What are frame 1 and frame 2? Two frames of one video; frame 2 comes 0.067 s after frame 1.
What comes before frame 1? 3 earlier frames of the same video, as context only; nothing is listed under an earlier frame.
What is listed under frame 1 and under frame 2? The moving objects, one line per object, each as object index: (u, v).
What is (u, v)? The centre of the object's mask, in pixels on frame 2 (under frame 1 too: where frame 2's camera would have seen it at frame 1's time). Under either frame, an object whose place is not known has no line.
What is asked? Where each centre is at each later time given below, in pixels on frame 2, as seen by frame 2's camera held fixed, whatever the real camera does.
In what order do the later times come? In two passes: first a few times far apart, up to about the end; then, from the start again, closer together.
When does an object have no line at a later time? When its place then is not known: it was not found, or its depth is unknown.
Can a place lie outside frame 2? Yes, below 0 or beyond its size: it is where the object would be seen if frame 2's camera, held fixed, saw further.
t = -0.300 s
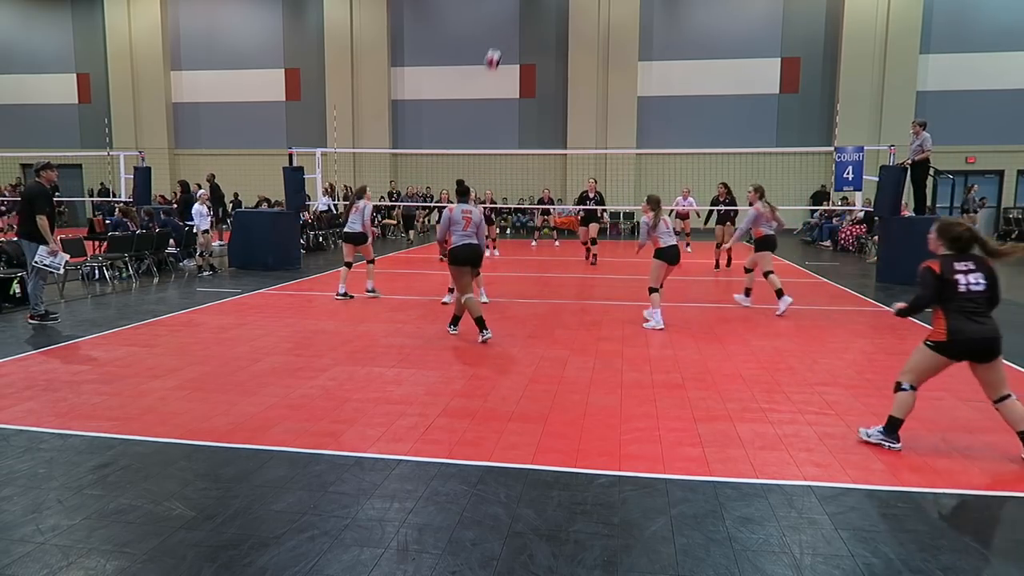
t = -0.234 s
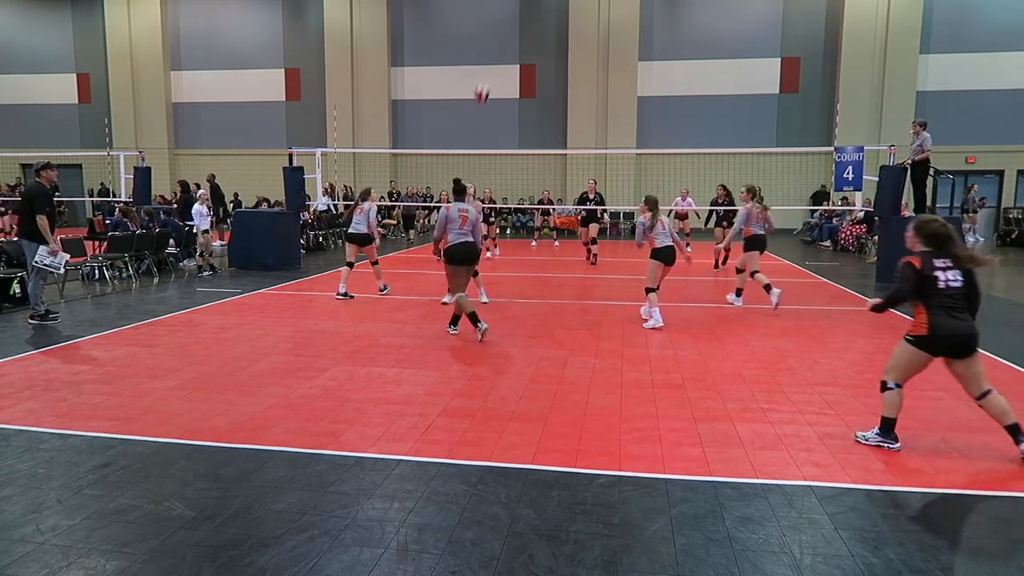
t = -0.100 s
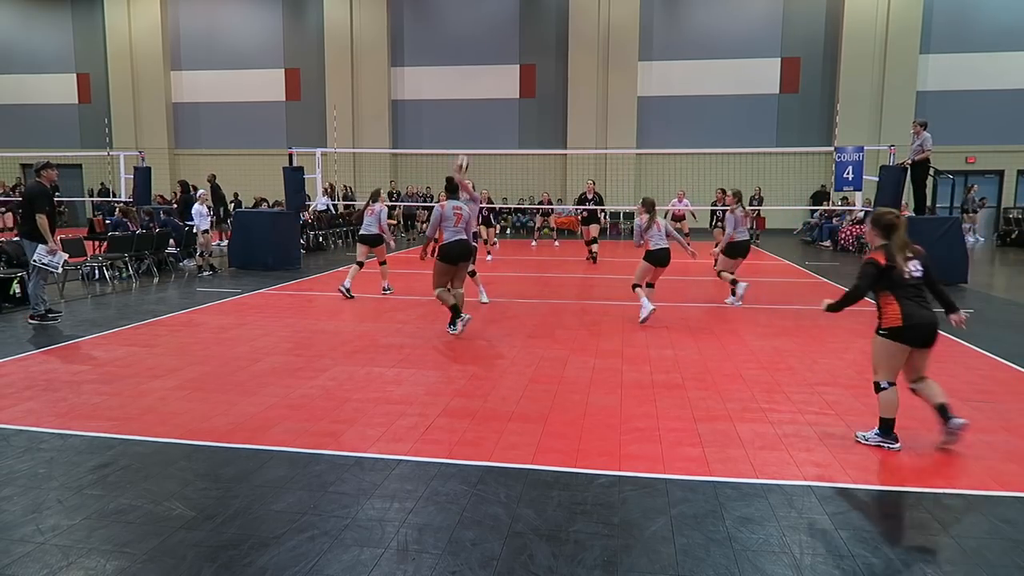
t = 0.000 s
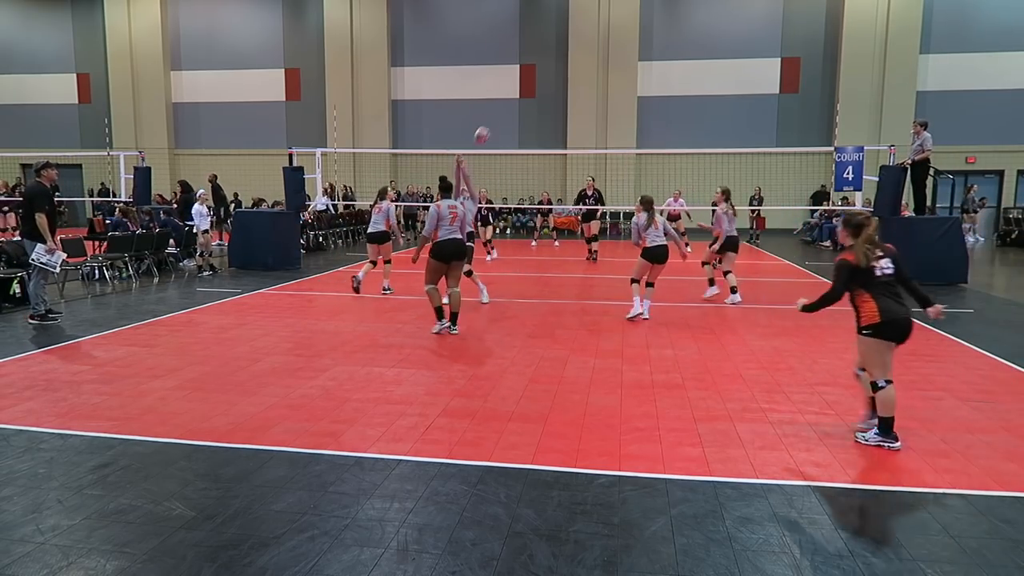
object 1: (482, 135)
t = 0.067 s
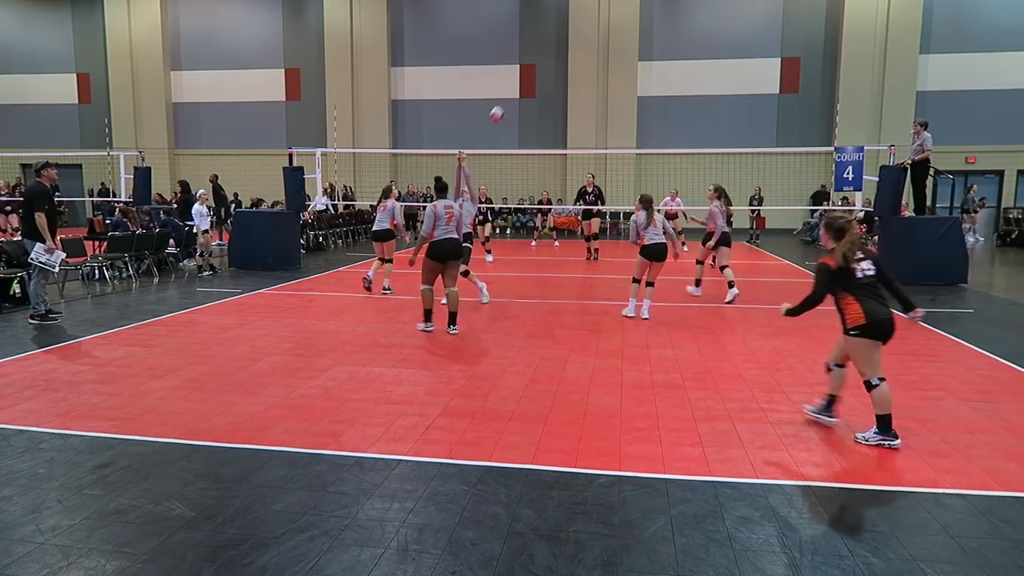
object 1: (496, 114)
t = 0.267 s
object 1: (533, 78)
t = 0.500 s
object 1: (567, 76)
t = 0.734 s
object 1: (590, 100)
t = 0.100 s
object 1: (503, 106)
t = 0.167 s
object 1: (517, 92)
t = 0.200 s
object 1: (523, 87)
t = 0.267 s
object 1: (533, 78)
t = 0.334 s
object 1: (544, 75)
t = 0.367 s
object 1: (549, 74)
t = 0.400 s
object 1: (554, 73)
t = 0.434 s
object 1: (559, 73)
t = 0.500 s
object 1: (567, 76)
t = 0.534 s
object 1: (570, 78)
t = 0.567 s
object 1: (574, 80)
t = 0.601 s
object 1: (578, 83)
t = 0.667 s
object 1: (584, 91)
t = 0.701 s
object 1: (588, 95)
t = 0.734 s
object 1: (590, 100)
